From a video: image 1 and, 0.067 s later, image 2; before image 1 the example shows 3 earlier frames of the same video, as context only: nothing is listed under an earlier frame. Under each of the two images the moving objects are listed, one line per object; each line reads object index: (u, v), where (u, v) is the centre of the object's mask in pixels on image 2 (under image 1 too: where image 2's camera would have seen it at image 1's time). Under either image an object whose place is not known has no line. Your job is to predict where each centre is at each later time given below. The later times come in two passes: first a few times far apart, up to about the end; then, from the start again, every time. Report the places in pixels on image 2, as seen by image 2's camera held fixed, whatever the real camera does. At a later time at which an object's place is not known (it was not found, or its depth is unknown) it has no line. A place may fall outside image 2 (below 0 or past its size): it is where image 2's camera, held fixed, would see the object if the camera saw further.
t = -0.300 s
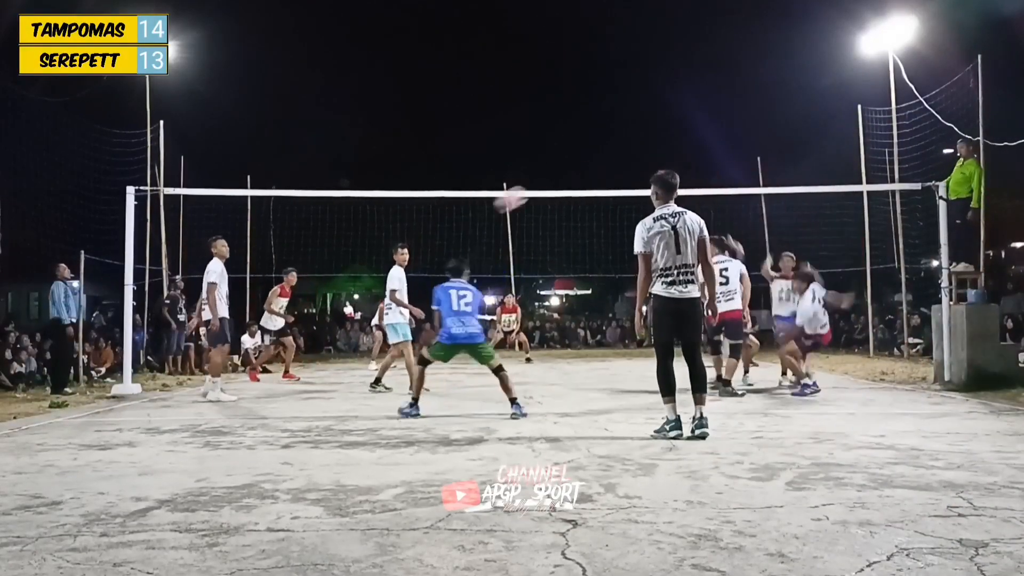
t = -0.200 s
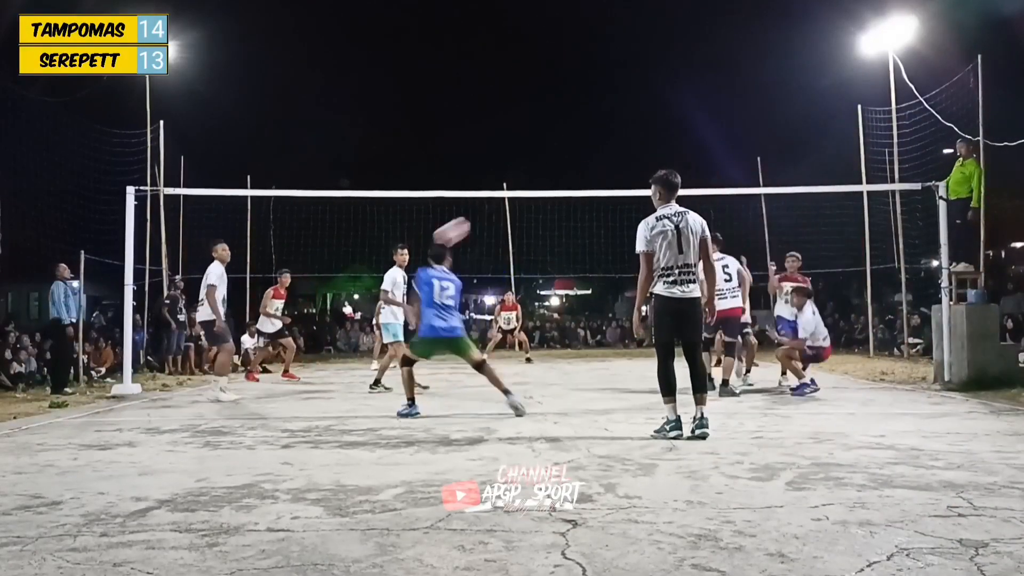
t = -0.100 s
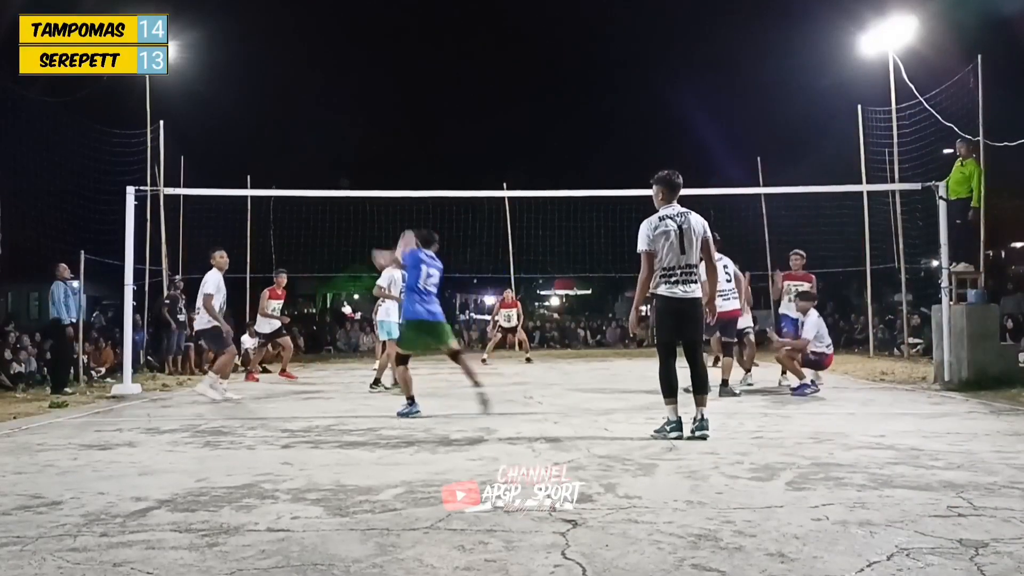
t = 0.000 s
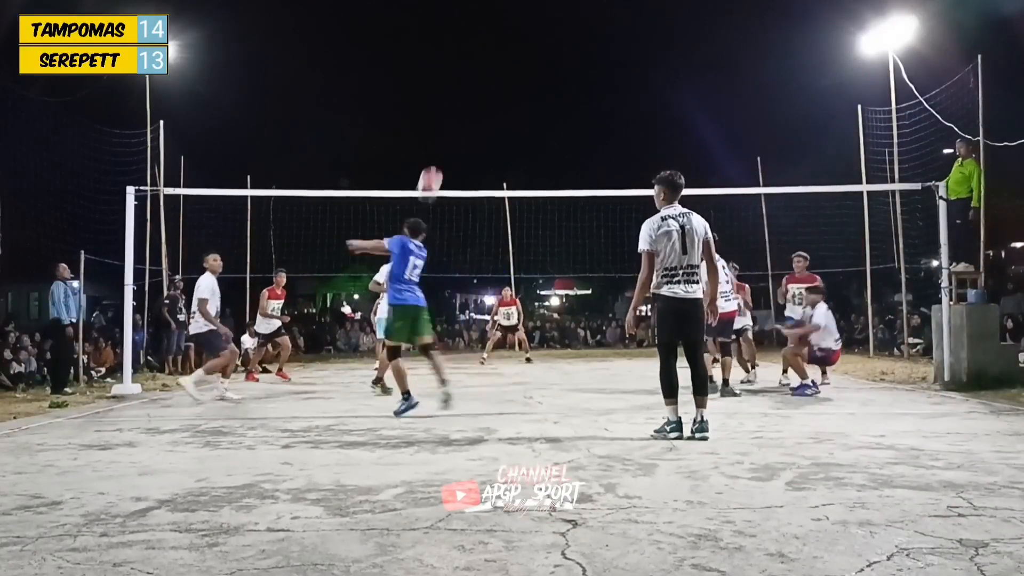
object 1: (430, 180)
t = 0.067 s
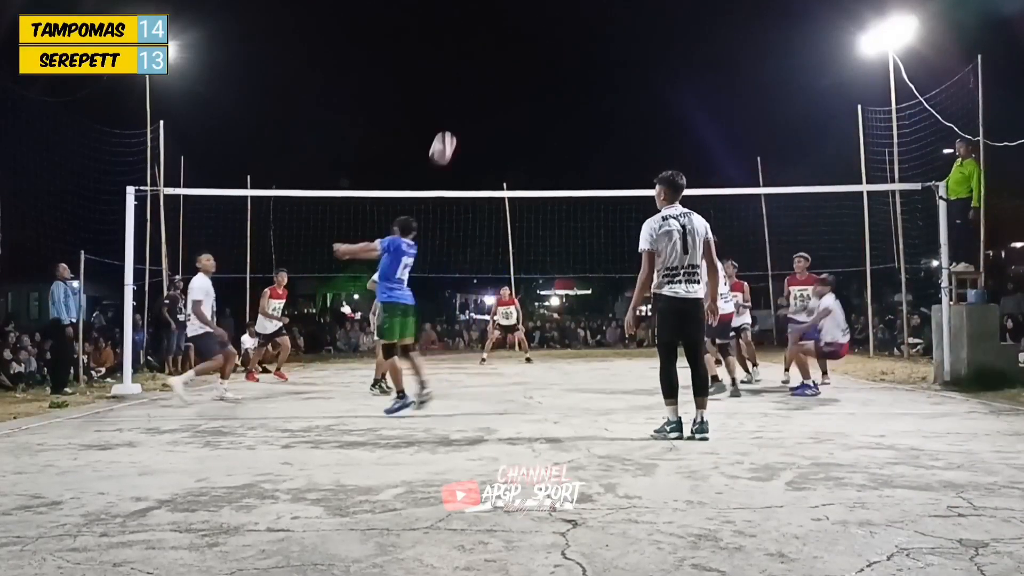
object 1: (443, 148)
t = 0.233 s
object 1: (474, 81)
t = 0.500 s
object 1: (521, 36)
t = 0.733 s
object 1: (558, 53)
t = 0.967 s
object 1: (594, 115)
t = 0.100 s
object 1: (449, 132)
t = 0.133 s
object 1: (455, 118)
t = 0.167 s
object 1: (462, 104)
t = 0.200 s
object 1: (468, 92)
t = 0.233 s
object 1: (474, 81)
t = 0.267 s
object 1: (480, 72)
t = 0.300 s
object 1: (486, 63)
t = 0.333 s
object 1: (492, 56)
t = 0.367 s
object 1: (498, 50)
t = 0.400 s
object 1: (504, 45)
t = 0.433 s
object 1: (509, 41)
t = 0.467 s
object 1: (515, 38)
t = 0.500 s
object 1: (521, 36)
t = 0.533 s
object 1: (526, 36)
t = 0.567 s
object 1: (532, 36)
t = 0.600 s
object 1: (537, 37)
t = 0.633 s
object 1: (543, 40)
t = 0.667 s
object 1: (548, 43)
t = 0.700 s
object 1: (553, 47)
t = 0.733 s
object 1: (558, 53)
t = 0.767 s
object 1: (563, 59)
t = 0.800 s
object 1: (569, 66)
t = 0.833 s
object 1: (574, 74)
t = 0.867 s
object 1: (579, 83)
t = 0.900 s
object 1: (584, 93)
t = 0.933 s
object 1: (589, 104)
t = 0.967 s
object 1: (594, 115)
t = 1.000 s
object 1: (598, 127)
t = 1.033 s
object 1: (603, 141)
